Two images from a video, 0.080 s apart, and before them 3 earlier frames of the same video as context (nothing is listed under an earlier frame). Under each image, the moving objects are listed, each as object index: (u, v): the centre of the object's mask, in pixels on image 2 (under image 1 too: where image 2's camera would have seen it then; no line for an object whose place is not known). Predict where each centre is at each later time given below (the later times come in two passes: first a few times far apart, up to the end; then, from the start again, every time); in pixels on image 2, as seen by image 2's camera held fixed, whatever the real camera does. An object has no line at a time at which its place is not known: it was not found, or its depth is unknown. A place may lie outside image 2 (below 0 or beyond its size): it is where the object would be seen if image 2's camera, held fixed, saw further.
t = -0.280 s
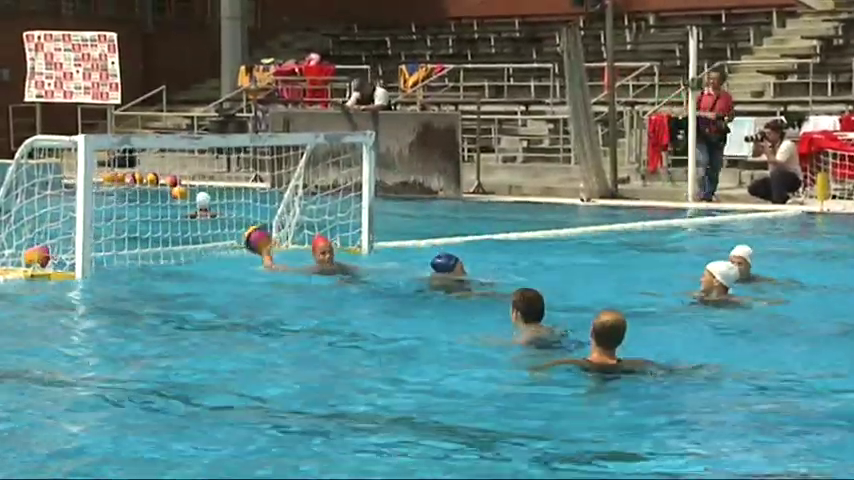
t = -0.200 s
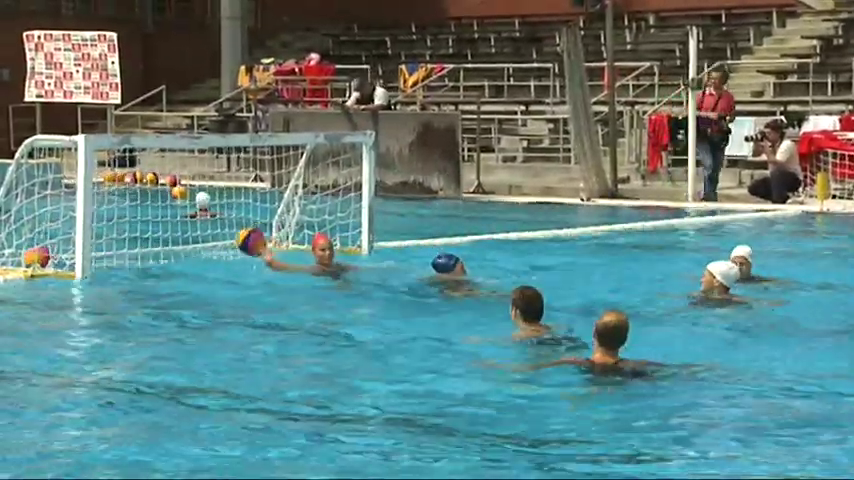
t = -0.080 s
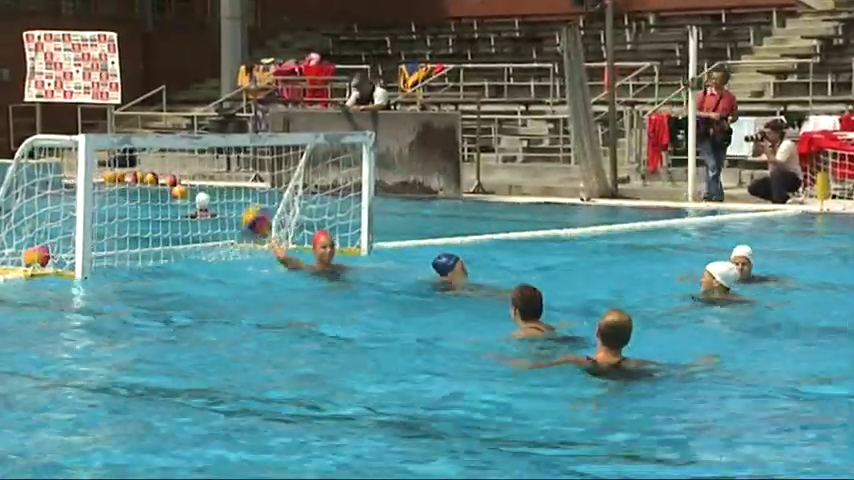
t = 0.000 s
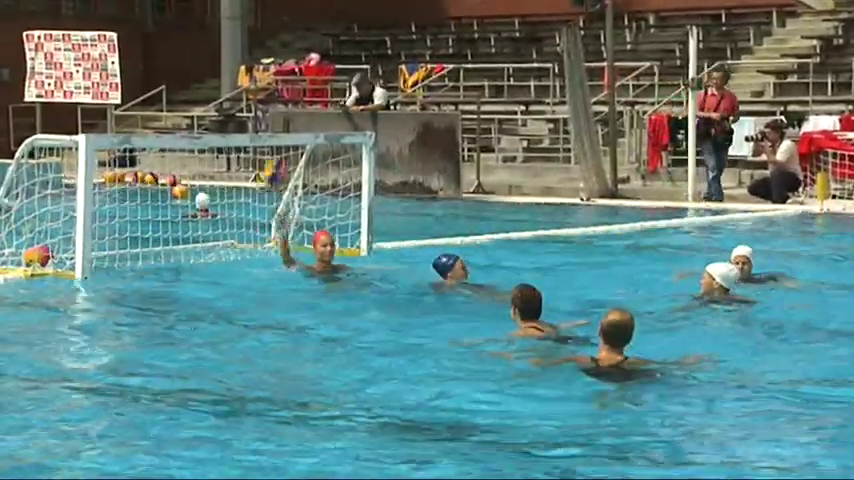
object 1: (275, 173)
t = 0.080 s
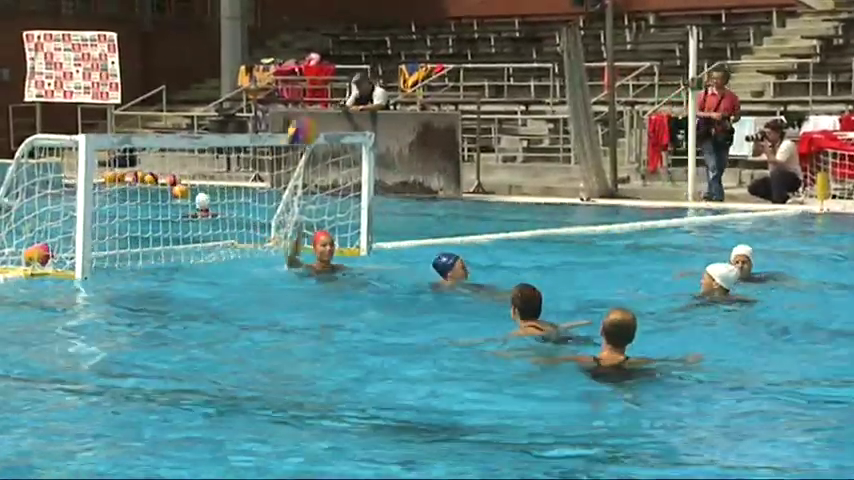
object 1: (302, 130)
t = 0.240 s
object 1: (356, 73)
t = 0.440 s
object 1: (432, 52)
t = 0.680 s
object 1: (543, 110)
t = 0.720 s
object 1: (560, 128)
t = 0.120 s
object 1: (312, 115)
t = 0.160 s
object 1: (329, 97)
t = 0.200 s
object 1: (341, 86)
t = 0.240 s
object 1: (356, 73)
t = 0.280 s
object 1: (373, 63)
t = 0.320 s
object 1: (384, 59)
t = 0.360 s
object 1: (399, 54)
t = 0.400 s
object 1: (414, 51)
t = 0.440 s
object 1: (432, 52)
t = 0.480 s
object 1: (449, 54)
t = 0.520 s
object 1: (467, 57)
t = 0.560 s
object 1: (484, 63)
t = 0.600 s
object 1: (502, 72)
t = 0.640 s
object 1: (519, 86)
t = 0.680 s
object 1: (543, 110)
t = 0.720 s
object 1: (560, 128)
